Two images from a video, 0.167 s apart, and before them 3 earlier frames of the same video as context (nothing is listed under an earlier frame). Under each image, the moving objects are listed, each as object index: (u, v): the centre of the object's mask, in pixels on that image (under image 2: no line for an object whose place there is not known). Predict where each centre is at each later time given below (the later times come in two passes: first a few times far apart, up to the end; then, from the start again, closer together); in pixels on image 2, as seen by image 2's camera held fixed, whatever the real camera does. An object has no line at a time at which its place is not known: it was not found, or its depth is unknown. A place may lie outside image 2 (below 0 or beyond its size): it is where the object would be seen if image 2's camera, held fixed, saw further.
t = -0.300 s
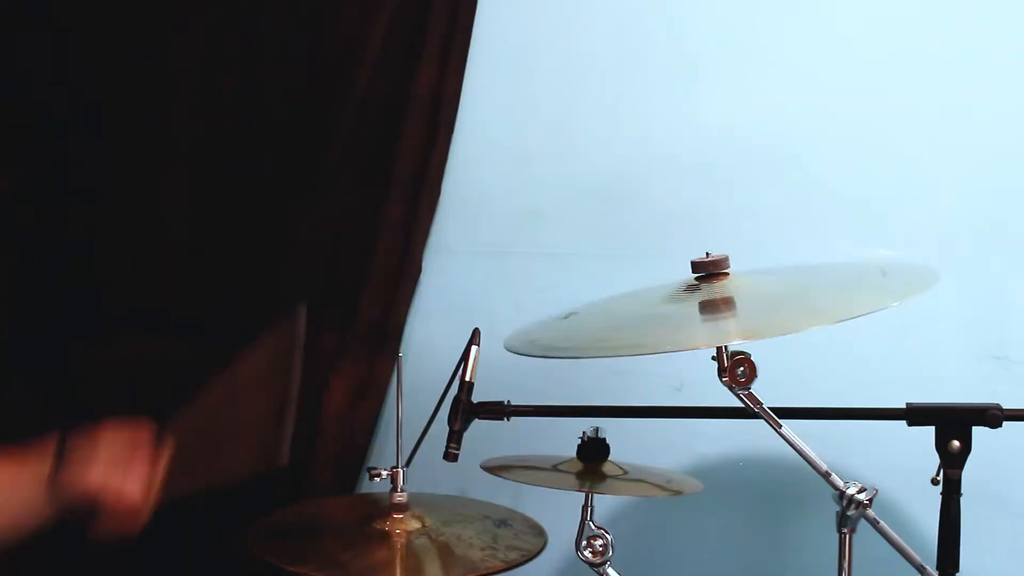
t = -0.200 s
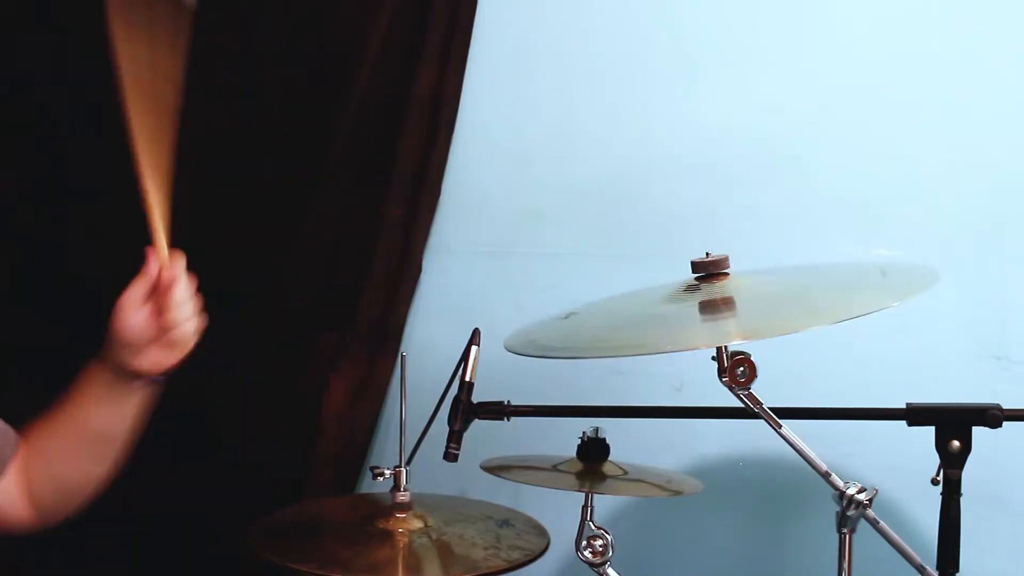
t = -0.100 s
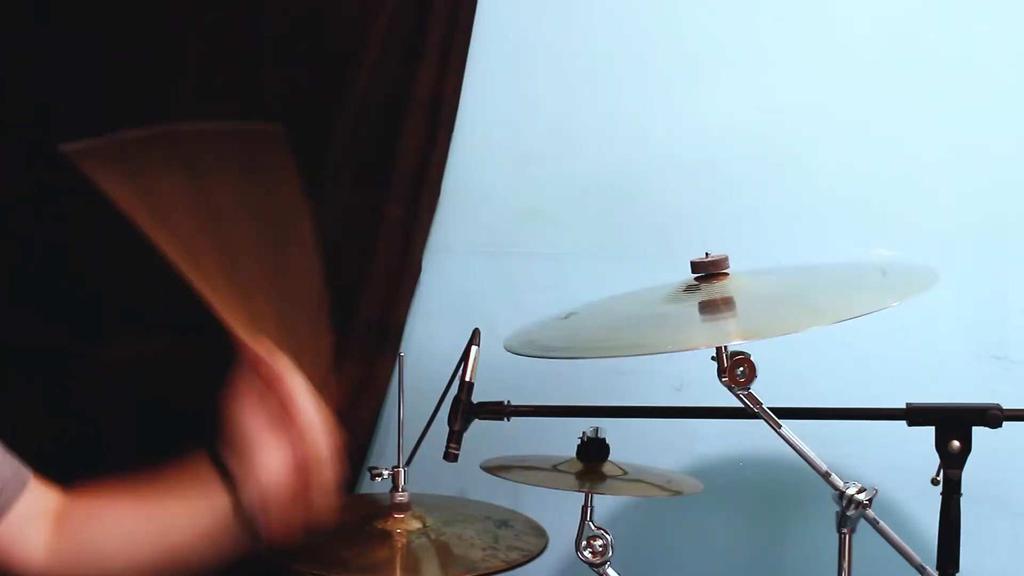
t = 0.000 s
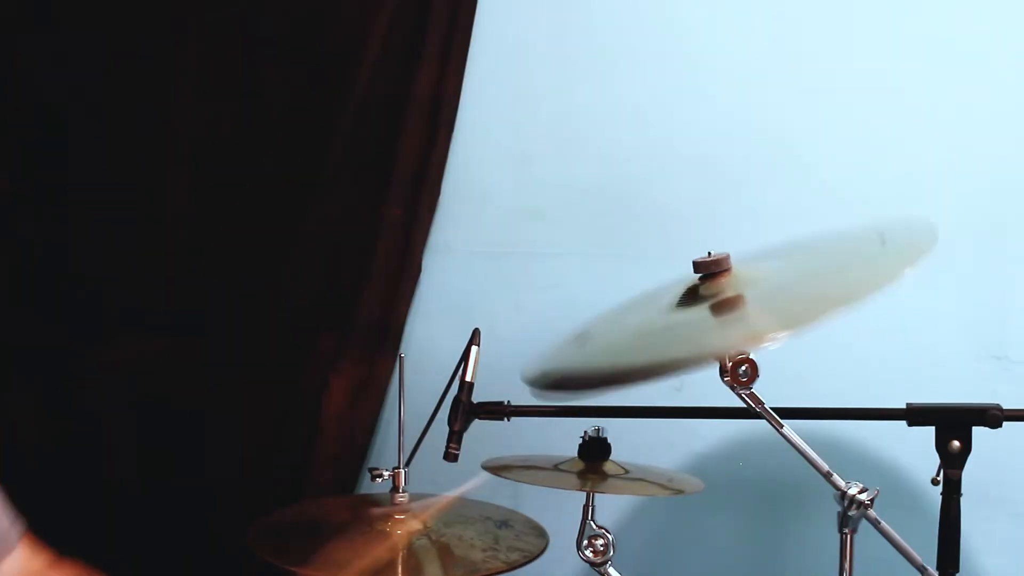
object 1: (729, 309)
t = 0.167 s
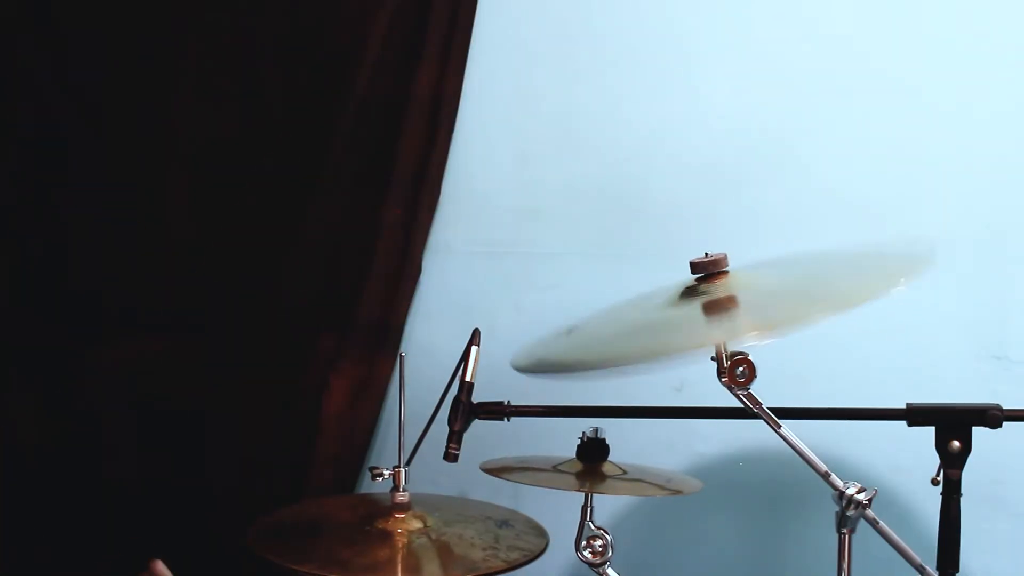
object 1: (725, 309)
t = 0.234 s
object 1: (712, 310)
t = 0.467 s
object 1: (716, 310)
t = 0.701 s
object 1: (729, 309)
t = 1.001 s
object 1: (714, 305)
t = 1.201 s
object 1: (724, 312)
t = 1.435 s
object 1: (718, 309)
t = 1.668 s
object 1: (721, 311)
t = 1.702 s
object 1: (722, 312)
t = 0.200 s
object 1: (724, 308)
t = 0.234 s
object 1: (712, 310)
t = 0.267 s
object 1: (709, 306)
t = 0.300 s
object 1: (708, 303)
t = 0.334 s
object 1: (711, 302)
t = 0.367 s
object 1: (710, 303)
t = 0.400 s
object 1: (713, 305)
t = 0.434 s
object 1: (714, 308)
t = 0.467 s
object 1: (716, 310)
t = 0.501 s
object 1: (719, 311)
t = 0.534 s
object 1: (720, 313)
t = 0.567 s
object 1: (724, 310)
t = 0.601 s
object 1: (727, 309)
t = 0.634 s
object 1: (729, 309)
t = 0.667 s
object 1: (730, 308)
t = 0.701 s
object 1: (729, 309)
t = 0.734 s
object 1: (727, 309)
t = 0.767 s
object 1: (722, 310)
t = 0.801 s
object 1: (719, 310)
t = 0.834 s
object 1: (715, 308)
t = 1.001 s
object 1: (714, 305)
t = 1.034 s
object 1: (715, 306)
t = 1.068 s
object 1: (717, 308)
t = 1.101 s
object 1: (717, 310)
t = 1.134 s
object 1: (721, 311)
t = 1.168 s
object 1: (723, 312)
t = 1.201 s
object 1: (724, 312)
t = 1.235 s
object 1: (726, 311)
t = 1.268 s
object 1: (726, 311)
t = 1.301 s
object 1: (726, 311)
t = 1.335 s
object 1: (726, 311)
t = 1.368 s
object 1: (723, 311)
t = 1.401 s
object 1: (720, 310)
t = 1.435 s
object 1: (718, 309)
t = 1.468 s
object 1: (717, 308)
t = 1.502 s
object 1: (718, 307)
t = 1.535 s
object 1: (719, 307)
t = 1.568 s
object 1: (718, 307)
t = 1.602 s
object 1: (719, 308)
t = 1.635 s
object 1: (719, 310)
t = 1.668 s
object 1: (721, 311)
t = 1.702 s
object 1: (722, 312)
